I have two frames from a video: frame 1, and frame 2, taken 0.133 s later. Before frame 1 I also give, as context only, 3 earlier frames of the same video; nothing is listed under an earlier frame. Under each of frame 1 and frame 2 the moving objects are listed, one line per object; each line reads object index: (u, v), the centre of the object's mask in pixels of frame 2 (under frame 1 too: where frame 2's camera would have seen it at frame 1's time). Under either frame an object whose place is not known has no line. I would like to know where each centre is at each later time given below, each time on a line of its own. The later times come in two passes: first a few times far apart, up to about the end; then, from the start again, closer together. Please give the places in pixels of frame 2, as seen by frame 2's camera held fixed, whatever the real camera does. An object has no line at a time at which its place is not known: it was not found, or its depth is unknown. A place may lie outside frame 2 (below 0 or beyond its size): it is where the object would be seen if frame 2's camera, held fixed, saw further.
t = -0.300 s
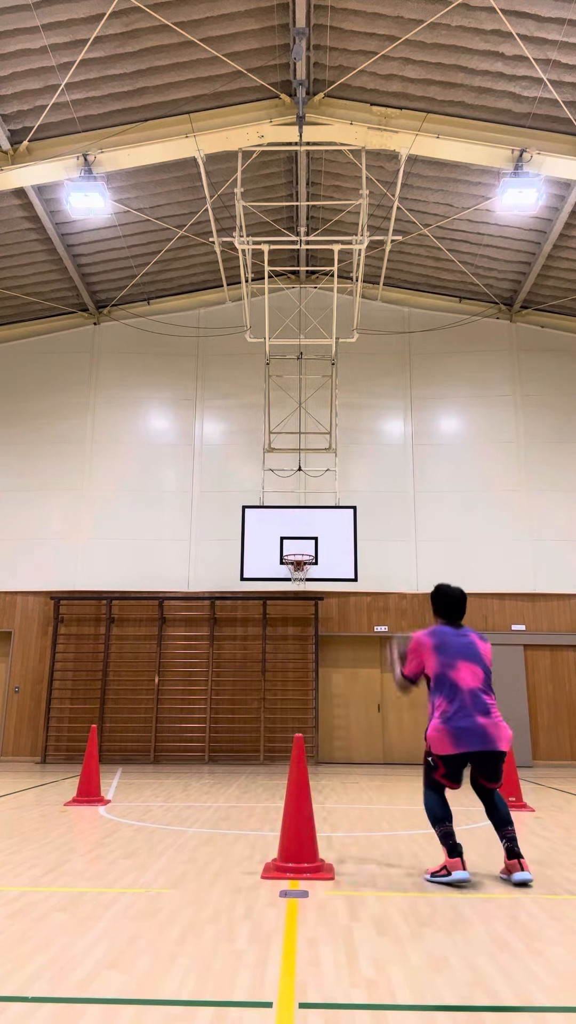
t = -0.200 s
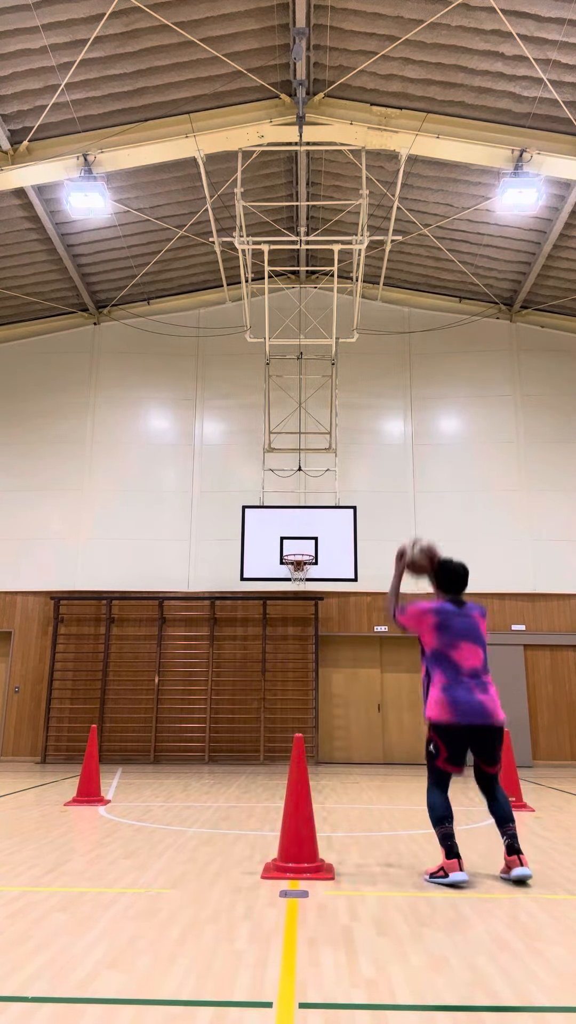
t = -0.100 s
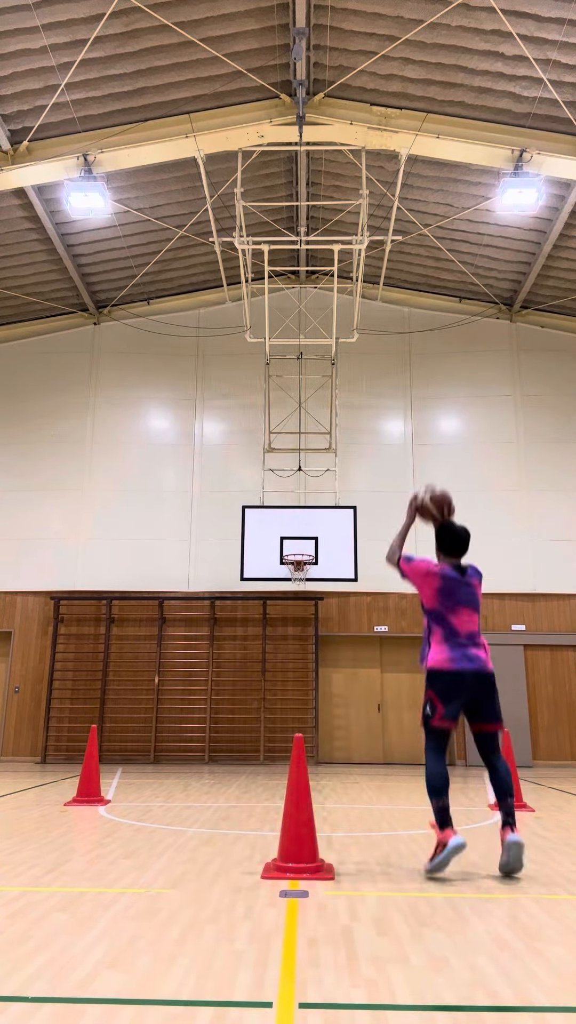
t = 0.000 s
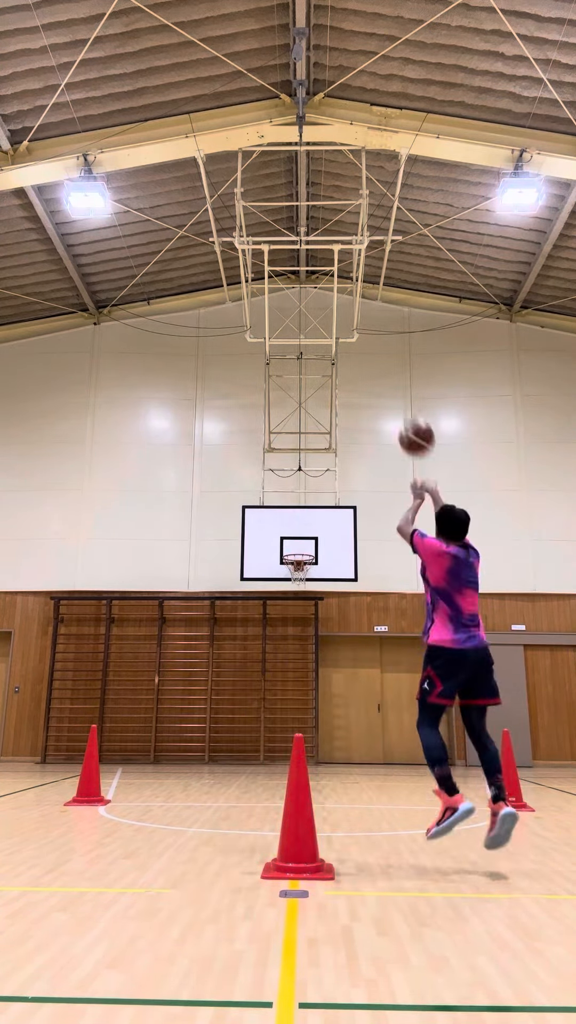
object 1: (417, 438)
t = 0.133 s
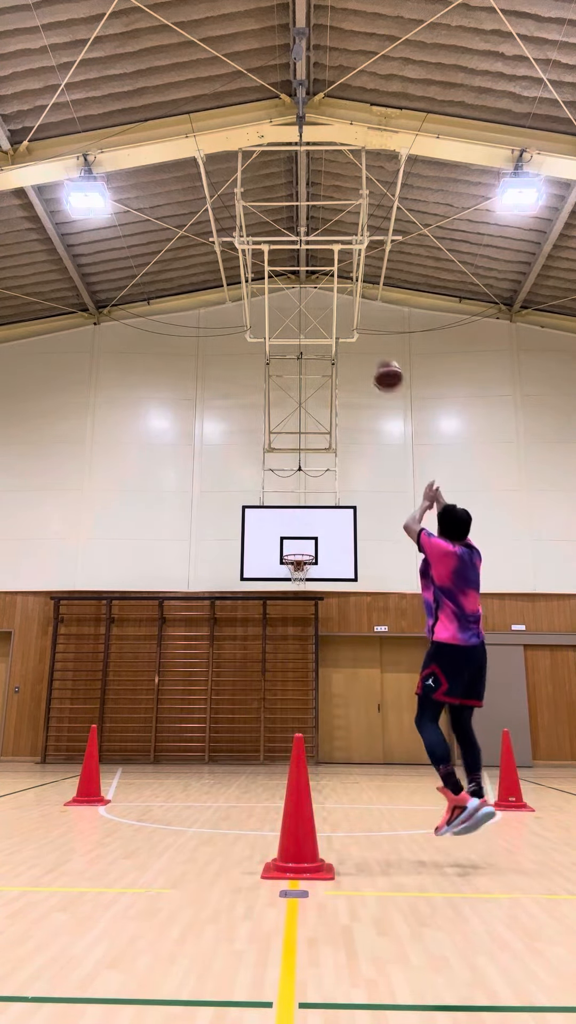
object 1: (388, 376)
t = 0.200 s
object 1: (376, 359)
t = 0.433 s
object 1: (349, 341)
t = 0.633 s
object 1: (331, 362)
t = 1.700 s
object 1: (307, 645)
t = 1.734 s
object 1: (308, 661)
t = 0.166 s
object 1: (382, 367)
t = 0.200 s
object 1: (376, 359)
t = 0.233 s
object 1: (371, 352)
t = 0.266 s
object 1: (367, 348)
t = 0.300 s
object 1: (363, 345)
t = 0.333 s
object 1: (359, 341)
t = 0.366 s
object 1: (355, 341)
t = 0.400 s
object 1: (351, 340)
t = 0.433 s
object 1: (349, 341)
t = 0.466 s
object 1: (346, 342)
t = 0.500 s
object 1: (342, 345)
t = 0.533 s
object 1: (339, 348)
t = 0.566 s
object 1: (336, 352)
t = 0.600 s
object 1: (334, 357)
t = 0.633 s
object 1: (331, 362)
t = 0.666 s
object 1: (329, 368)
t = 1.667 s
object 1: (305, 638)
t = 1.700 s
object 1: (307, 645)
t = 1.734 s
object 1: (308, 661)
